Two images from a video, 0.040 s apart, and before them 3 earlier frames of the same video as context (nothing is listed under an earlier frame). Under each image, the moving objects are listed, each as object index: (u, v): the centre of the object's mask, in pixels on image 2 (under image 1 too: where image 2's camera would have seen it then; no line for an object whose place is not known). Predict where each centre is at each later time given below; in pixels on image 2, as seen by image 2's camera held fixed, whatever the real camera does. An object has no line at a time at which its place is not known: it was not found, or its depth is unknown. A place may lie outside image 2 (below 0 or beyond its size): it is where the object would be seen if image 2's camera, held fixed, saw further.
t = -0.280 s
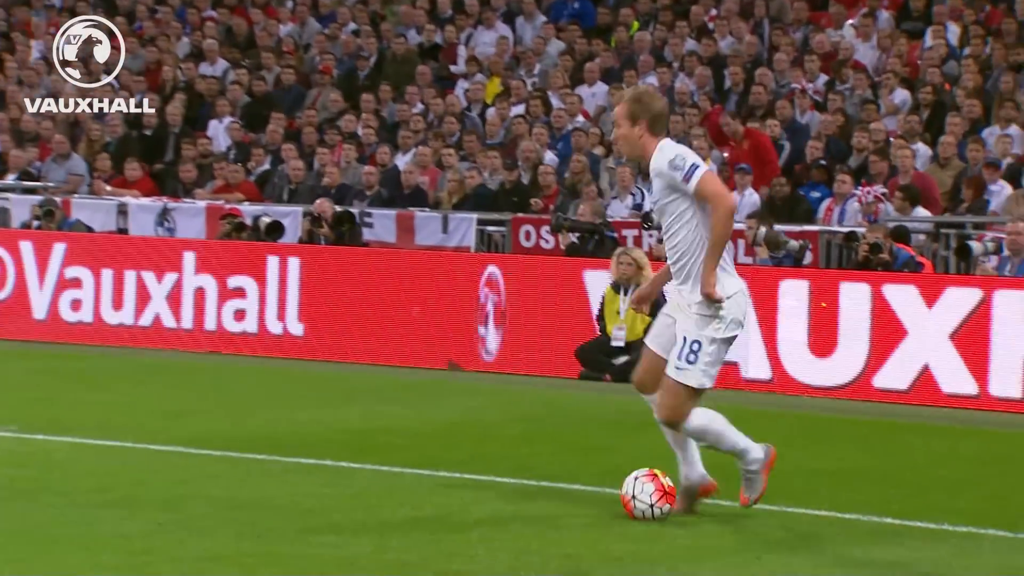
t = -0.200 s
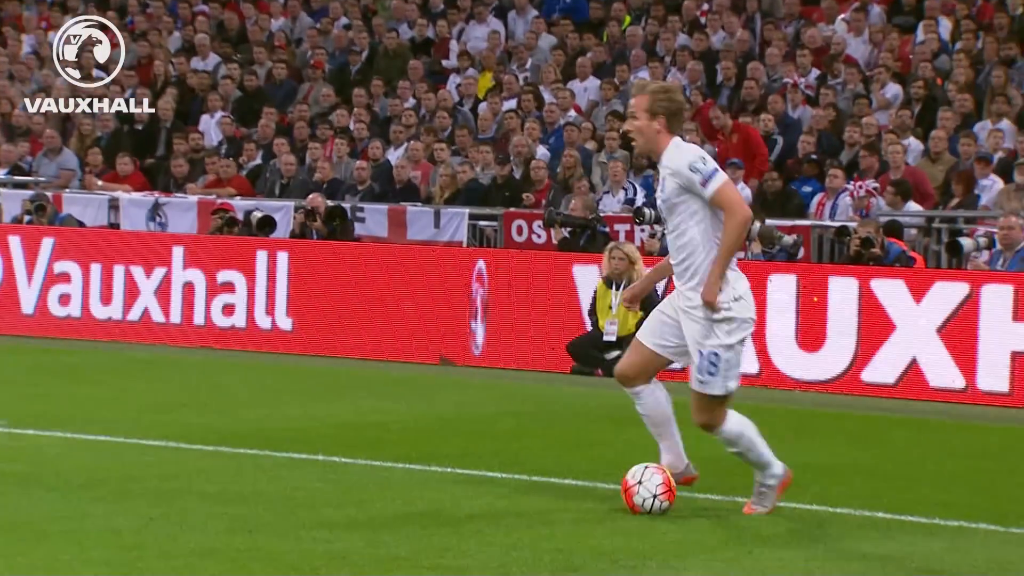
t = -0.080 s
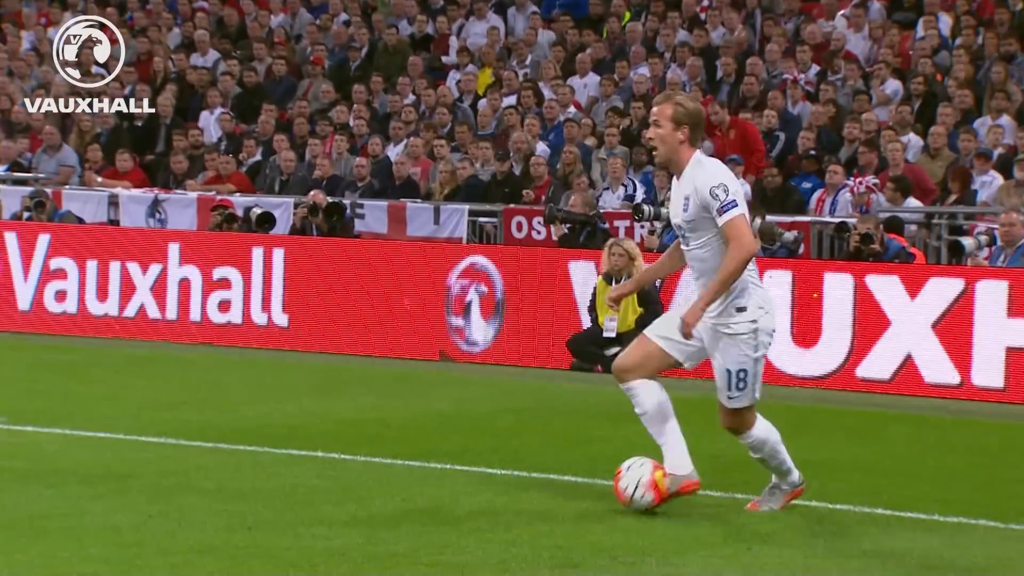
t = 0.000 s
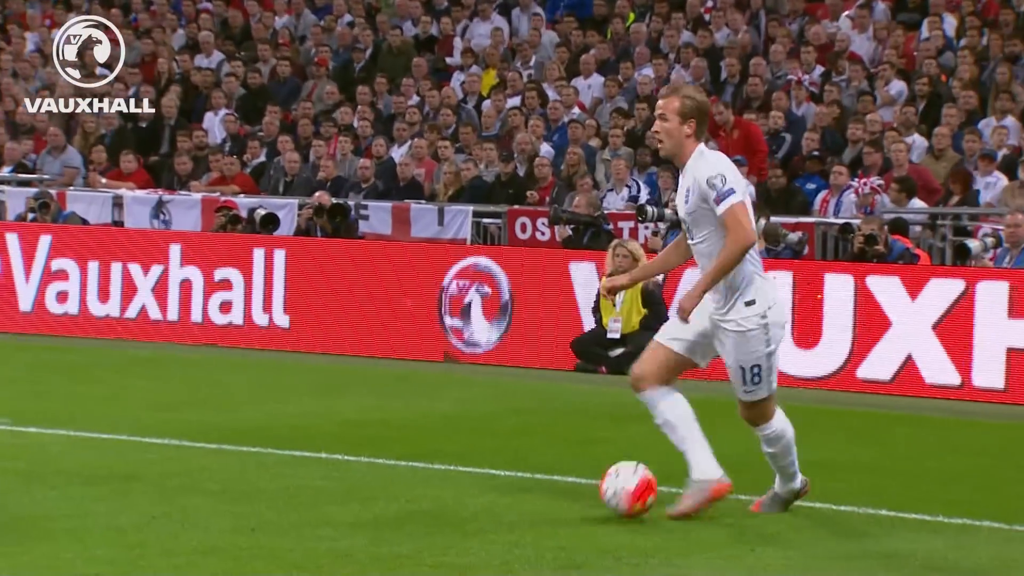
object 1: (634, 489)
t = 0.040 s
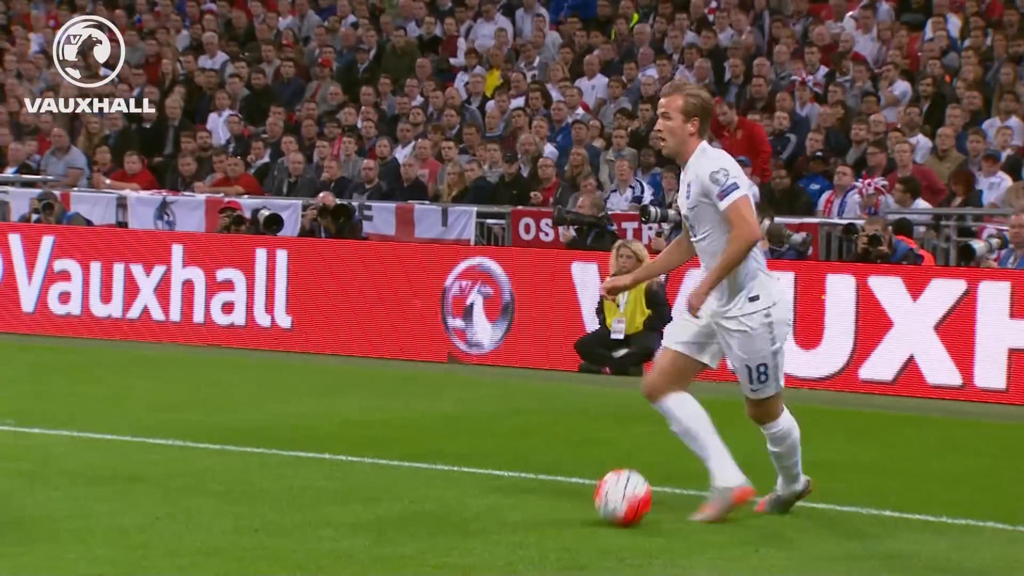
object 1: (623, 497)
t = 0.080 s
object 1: (612, 505)
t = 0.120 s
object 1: (605, 504)
